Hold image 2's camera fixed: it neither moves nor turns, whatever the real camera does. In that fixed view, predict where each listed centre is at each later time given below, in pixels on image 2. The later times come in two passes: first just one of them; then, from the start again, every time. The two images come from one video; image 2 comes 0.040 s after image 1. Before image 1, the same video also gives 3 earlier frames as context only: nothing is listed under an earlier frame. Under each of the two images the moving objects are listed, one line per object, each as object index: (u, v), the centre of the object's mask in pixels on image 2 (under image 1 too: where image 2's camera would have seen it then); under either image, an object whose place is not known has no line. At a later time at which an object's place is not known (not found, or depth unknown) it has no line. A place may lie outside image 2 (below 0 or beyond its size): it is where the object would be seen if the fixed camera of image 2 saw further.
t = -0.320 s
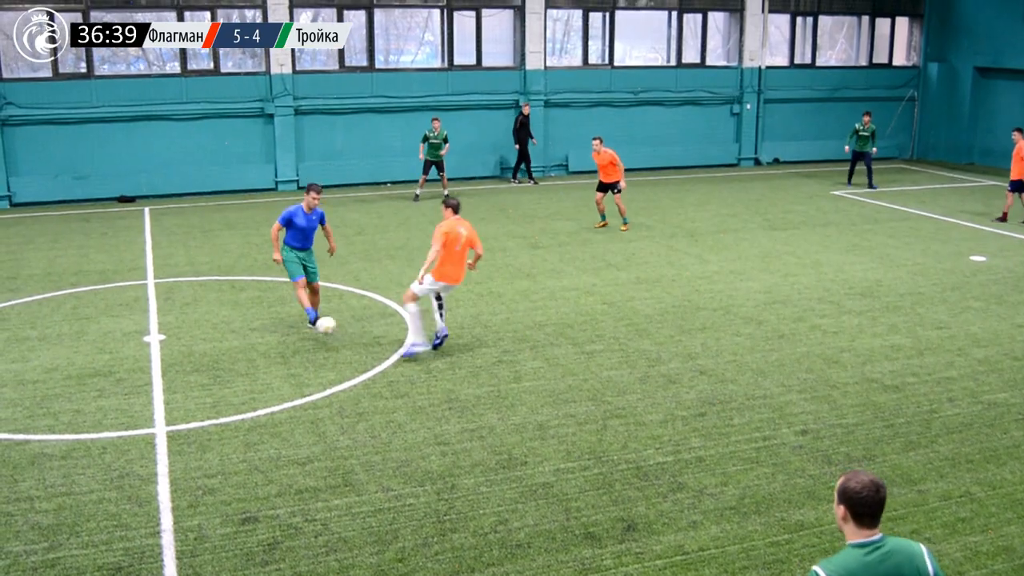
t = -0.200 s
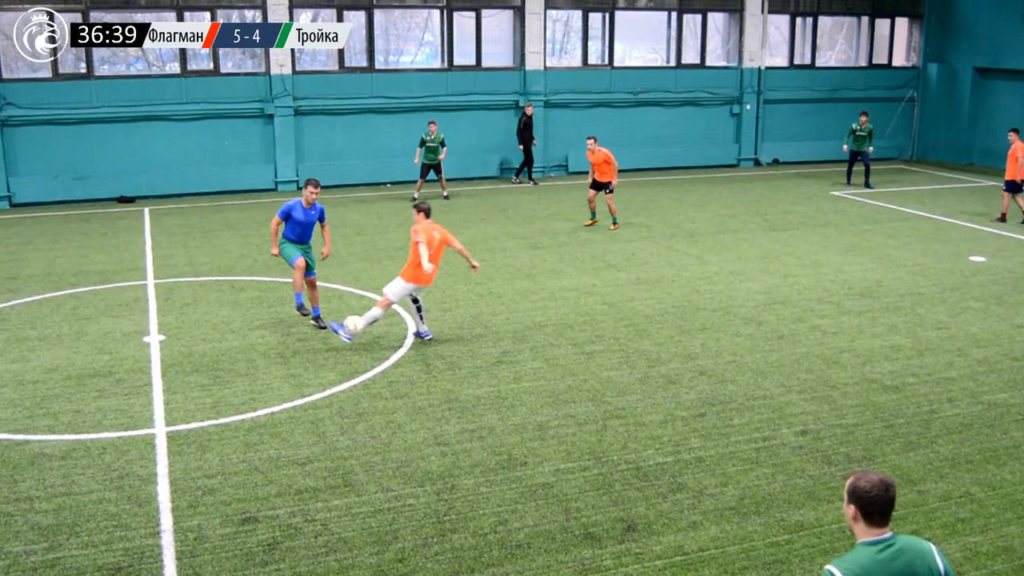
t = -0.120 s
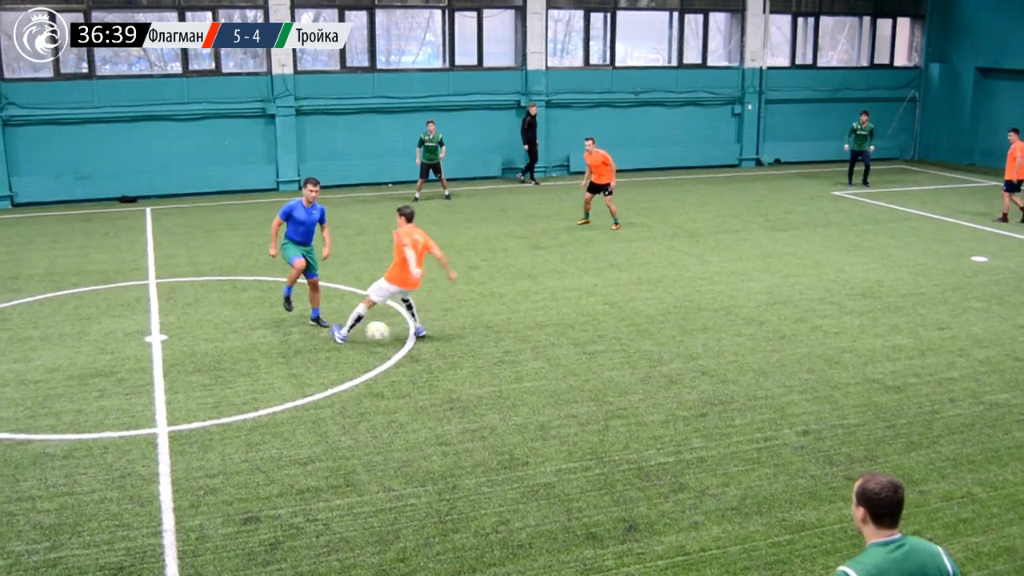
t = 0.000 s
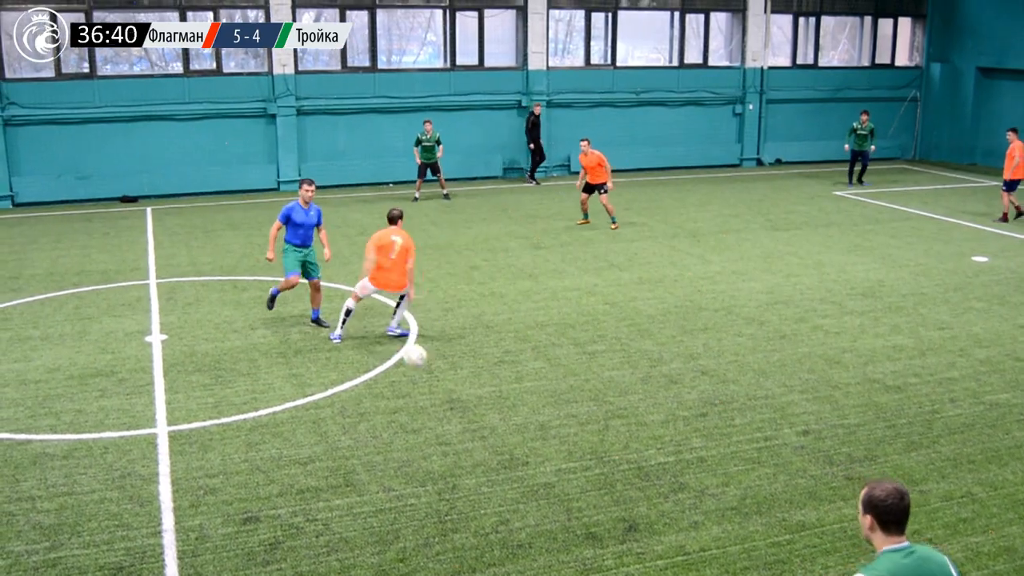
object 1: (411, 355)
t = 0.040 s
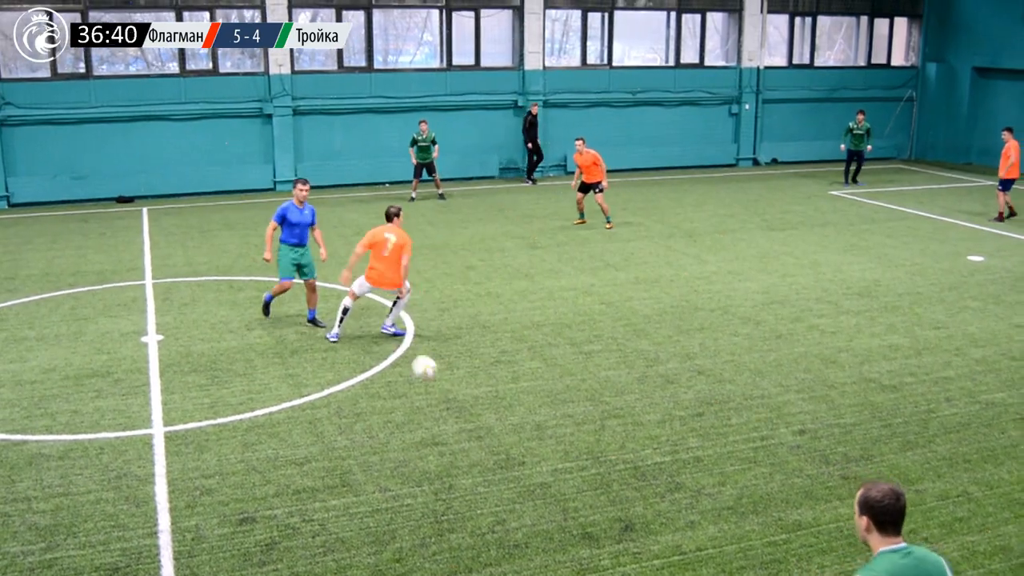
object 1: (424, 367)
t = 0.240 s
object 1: (506, 472)
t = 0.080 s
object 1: (439, 382)
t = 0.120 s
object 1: (455, 400)
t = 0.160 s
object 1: (471, 421)
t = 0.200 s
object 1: (488, 444)
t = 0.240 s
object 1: (506, 472)
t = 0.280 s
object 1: (527, 505)
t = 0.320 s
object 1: (543, 528)
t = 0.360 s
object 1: (554, 532)
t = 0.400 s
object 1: (565, 537)
